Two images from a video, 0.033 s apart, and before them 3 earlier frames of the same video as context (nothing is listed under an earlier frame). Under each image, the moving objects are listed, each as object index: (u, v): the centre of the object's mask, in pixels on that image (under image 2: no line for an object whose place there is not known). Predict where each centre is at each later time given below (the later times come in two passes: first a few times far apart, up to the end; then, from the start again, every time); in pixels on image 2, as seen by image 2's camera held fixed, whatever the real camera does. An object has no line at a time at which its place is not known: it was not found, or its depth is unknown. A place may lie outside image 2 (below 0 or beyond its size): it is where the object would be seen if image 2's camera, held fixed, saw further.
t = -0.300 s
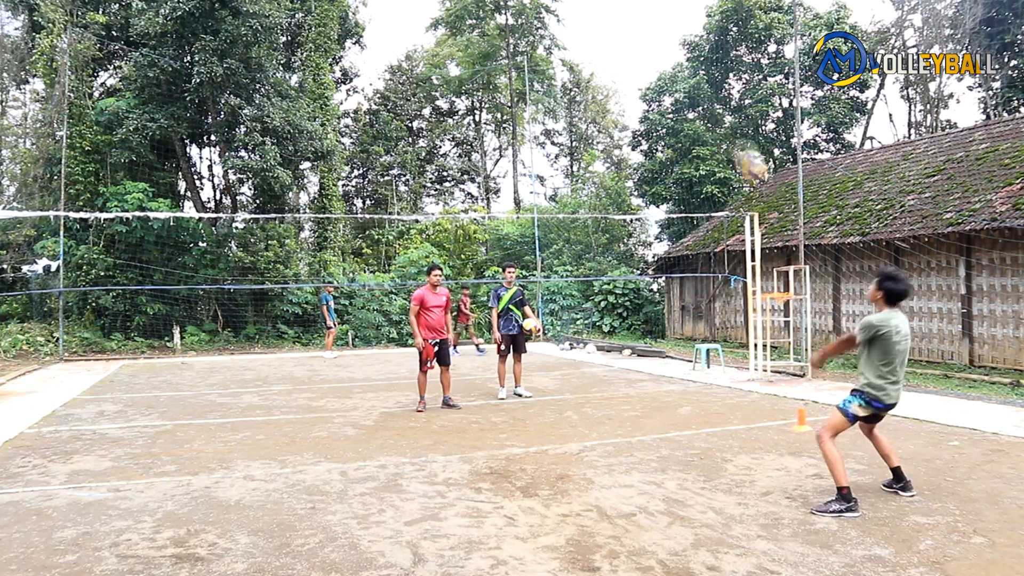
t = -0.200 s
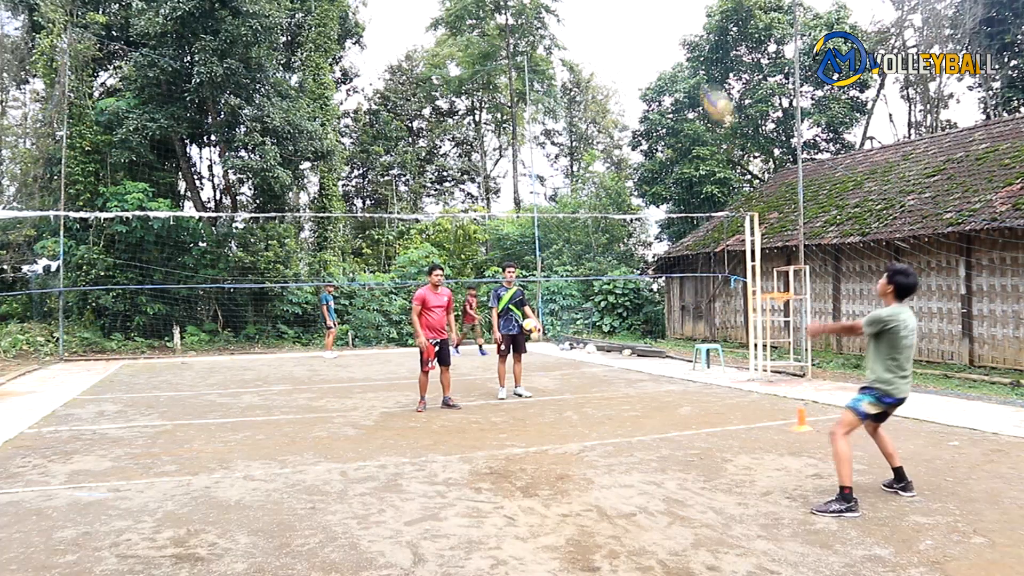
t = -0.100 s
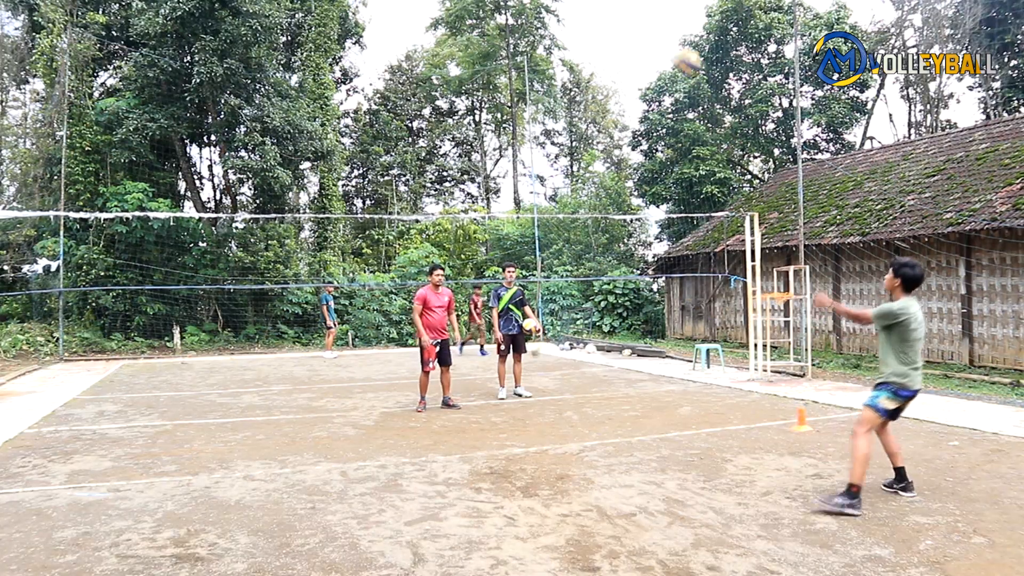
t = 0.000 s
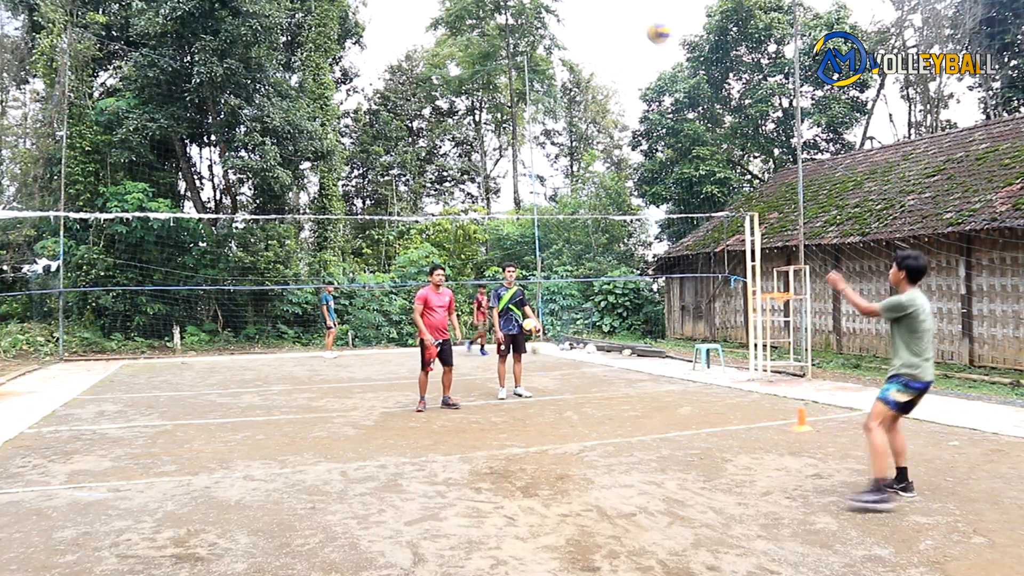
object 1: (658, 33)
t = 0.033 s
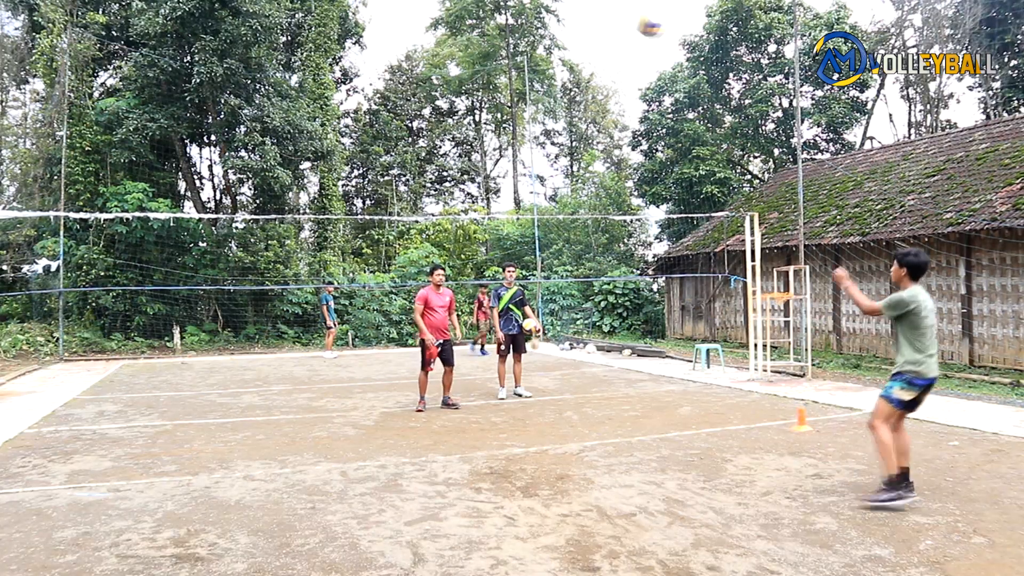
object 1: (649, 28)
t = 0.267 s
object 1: (592, 14)
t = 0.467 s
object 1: (551, 46)
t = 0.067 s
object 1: (641, 22)
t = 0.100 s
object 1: (632, 17)
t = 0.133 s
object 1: (624, 14)
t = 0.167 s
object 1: (616, 12)
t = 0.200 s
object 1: (608, 12)
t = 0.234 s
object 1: (599, 13)
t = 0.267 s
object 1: (592, 14)
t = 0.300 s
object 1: (585, 17)
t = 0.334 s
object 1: (577, 22)
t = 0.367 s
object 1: (571, 27)
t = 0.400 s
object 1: (564, 33)
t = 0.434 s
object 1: (557, 40)
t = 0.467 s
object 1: (551, 46)
